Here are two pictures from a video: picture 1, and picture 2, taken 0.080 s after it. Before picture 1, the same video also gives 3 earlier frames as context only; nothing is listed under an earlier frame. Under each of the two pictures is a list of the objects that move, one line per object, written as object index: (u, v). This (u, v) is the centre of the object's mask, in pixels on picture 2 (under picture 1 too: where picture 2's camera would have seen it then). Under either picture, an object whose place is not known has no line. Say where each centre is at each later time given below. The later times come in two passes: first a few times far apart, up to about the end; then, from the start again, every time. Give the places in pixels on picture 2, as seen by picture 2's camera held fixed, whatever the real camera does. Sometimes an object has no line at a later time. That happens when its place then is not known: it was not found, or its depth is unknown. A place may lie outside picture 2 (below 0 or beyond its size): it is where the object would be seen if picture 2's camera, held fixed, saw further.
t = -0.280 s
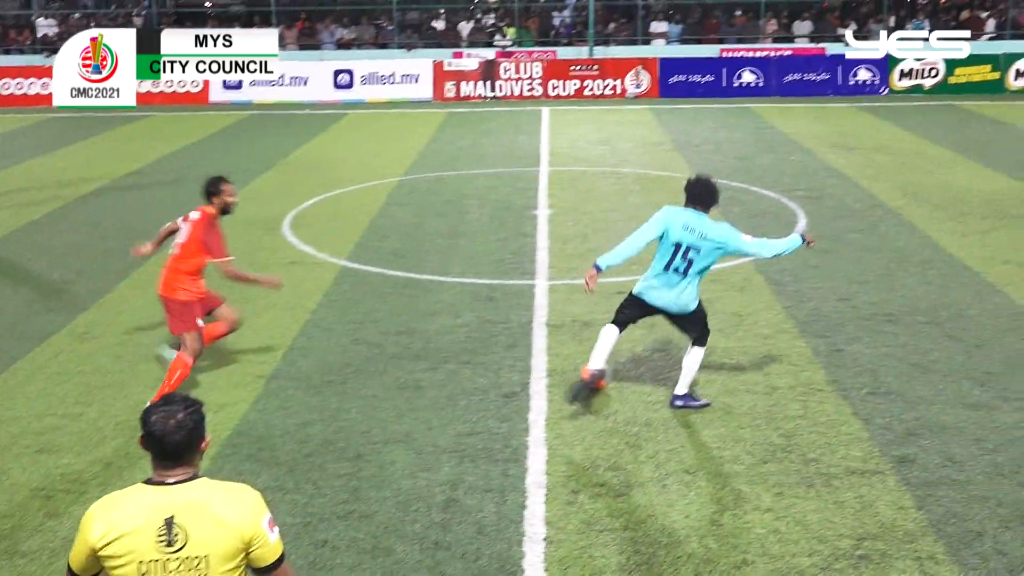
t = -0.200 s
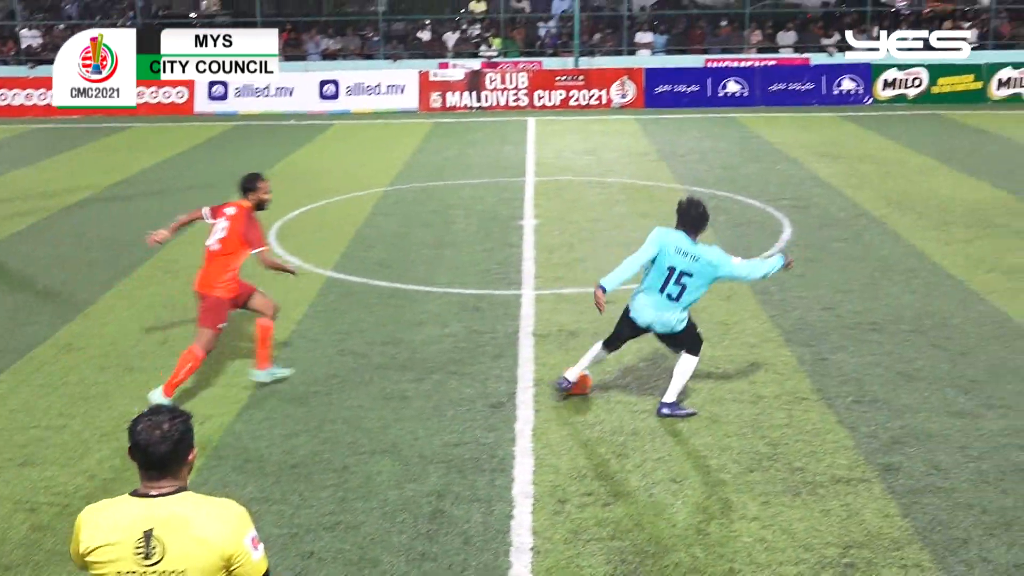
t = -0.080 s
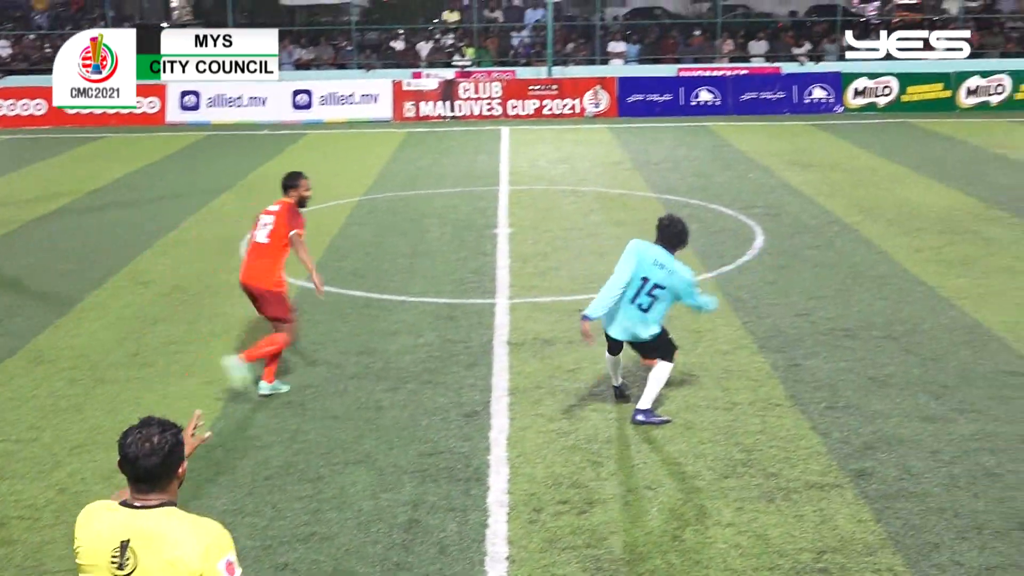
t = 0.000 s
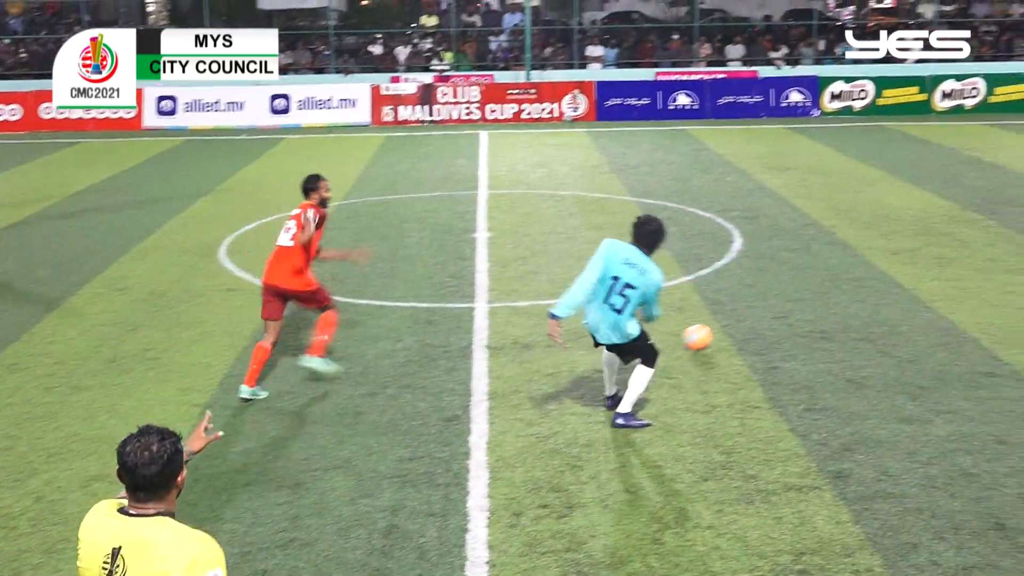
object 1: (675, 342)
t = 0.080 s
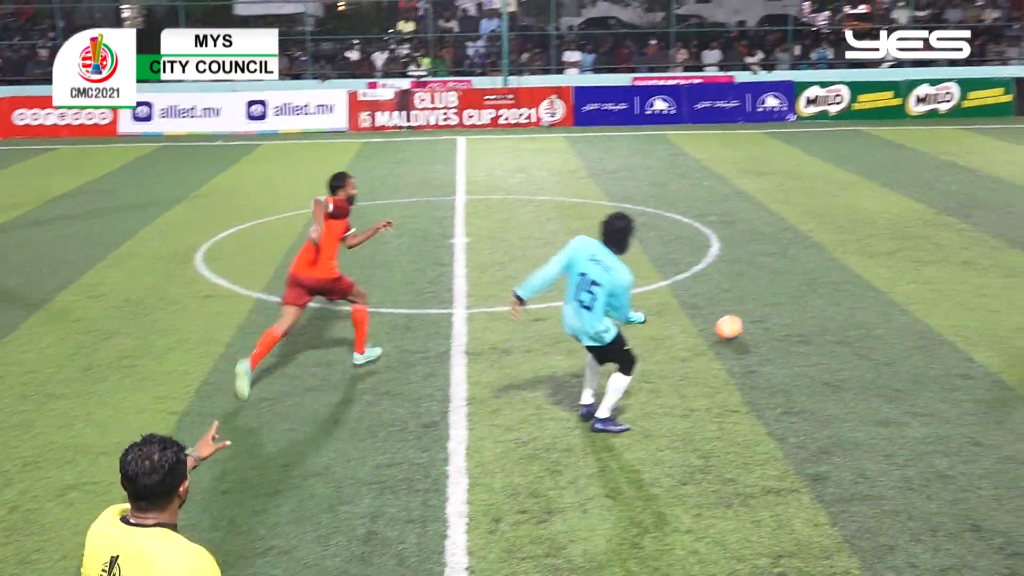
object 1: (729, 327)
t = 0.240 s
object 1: (814, 300)
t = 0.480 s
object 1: (904, 271)
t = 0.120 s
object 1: (752, 319)
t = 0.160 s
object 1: (774, 313)
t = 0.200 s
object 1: (795, 306)
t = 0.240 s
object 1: (814, 300)
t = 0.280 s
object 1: (832, 295)
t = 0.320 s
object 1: (848, 290)
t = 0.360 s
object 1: (864, 285)
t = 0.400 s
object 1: (878, 280)
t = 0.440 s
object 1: (891, 276)
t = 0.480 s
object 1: (904, 271)
